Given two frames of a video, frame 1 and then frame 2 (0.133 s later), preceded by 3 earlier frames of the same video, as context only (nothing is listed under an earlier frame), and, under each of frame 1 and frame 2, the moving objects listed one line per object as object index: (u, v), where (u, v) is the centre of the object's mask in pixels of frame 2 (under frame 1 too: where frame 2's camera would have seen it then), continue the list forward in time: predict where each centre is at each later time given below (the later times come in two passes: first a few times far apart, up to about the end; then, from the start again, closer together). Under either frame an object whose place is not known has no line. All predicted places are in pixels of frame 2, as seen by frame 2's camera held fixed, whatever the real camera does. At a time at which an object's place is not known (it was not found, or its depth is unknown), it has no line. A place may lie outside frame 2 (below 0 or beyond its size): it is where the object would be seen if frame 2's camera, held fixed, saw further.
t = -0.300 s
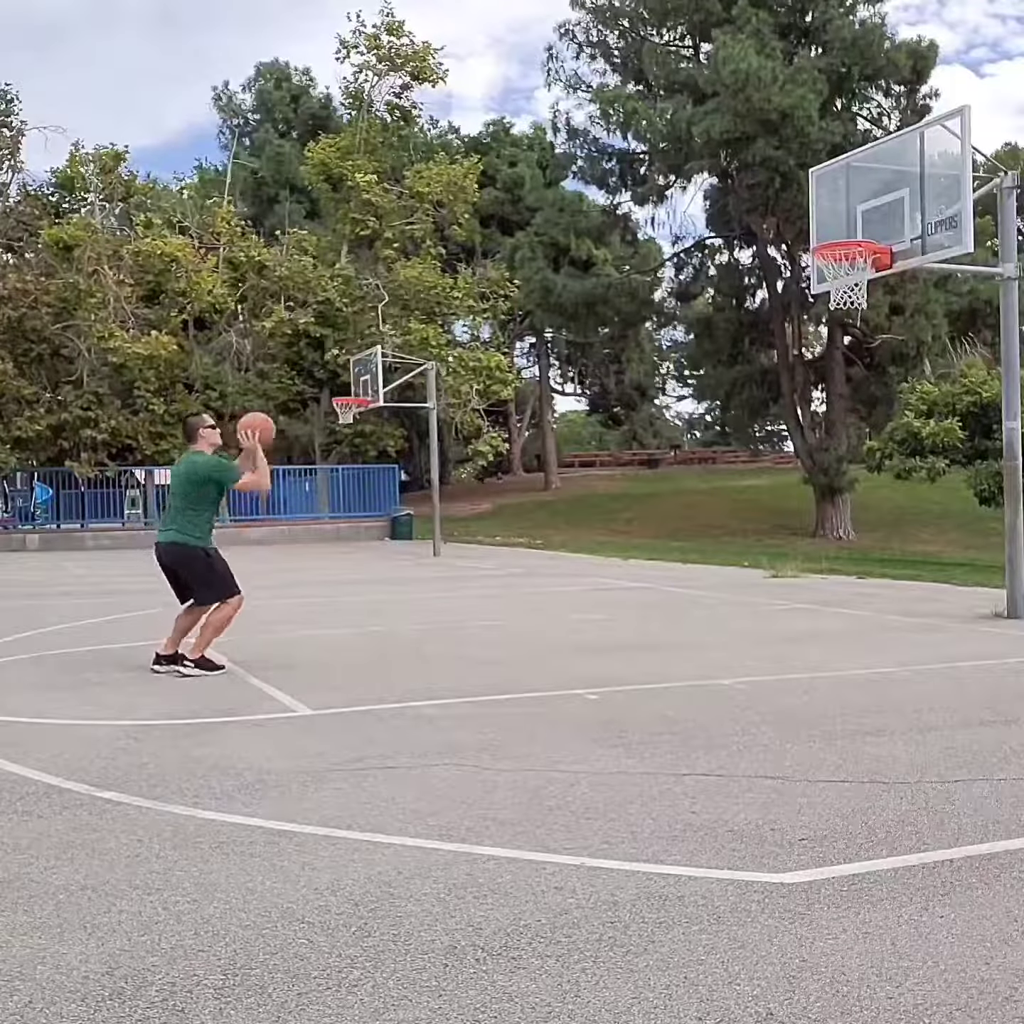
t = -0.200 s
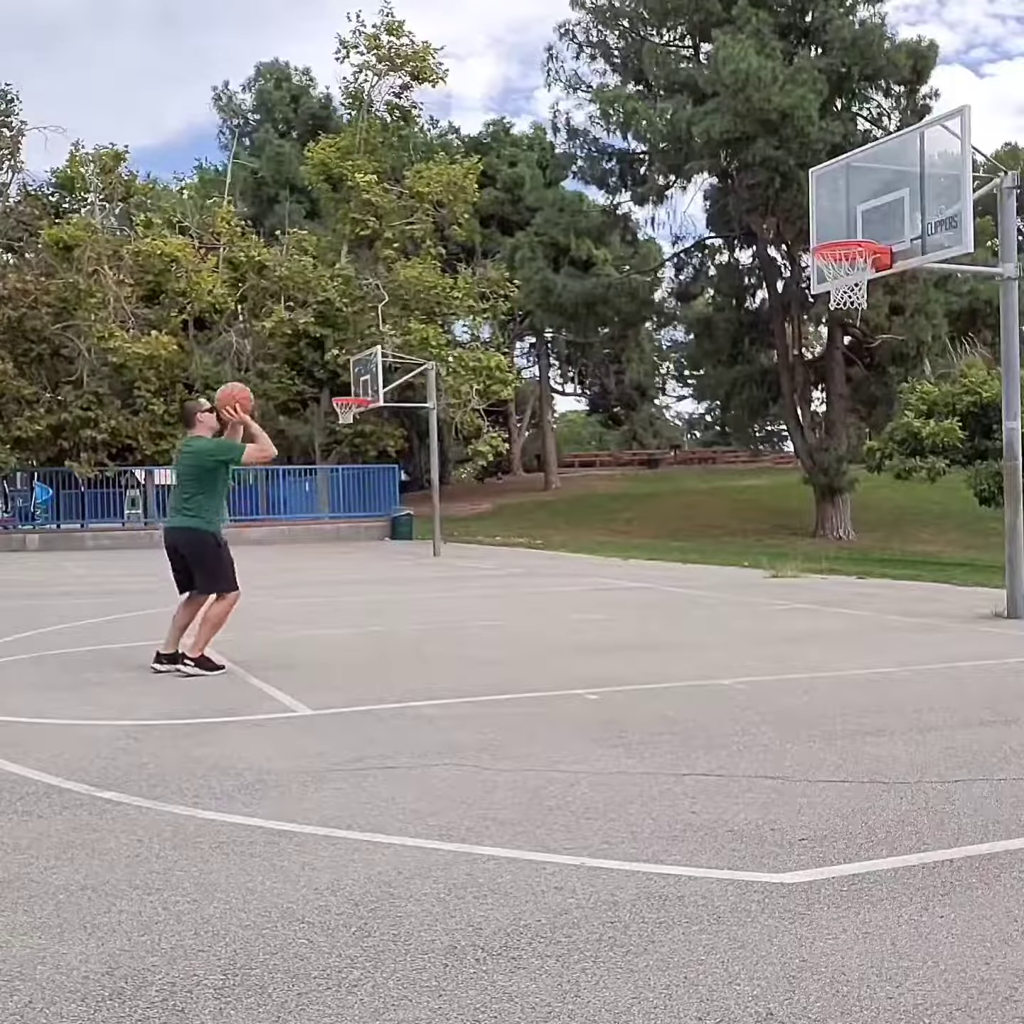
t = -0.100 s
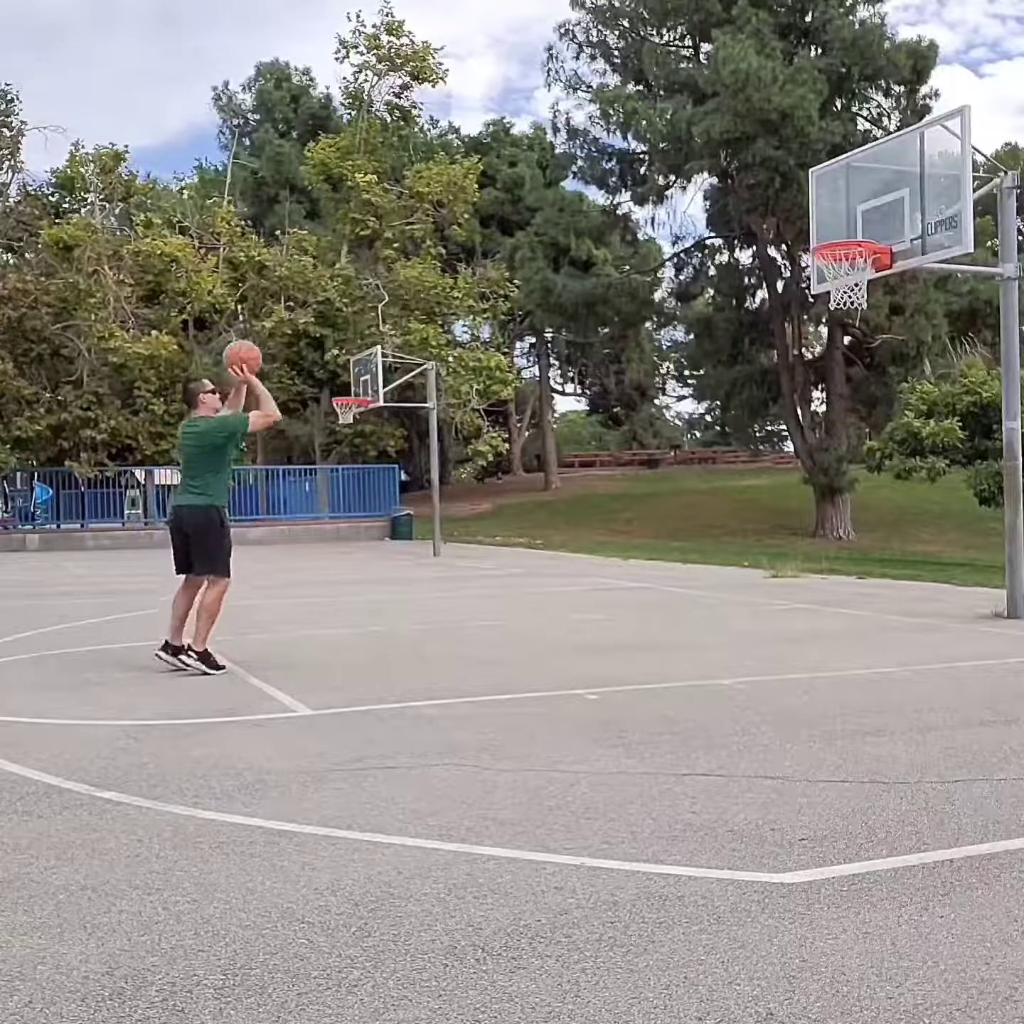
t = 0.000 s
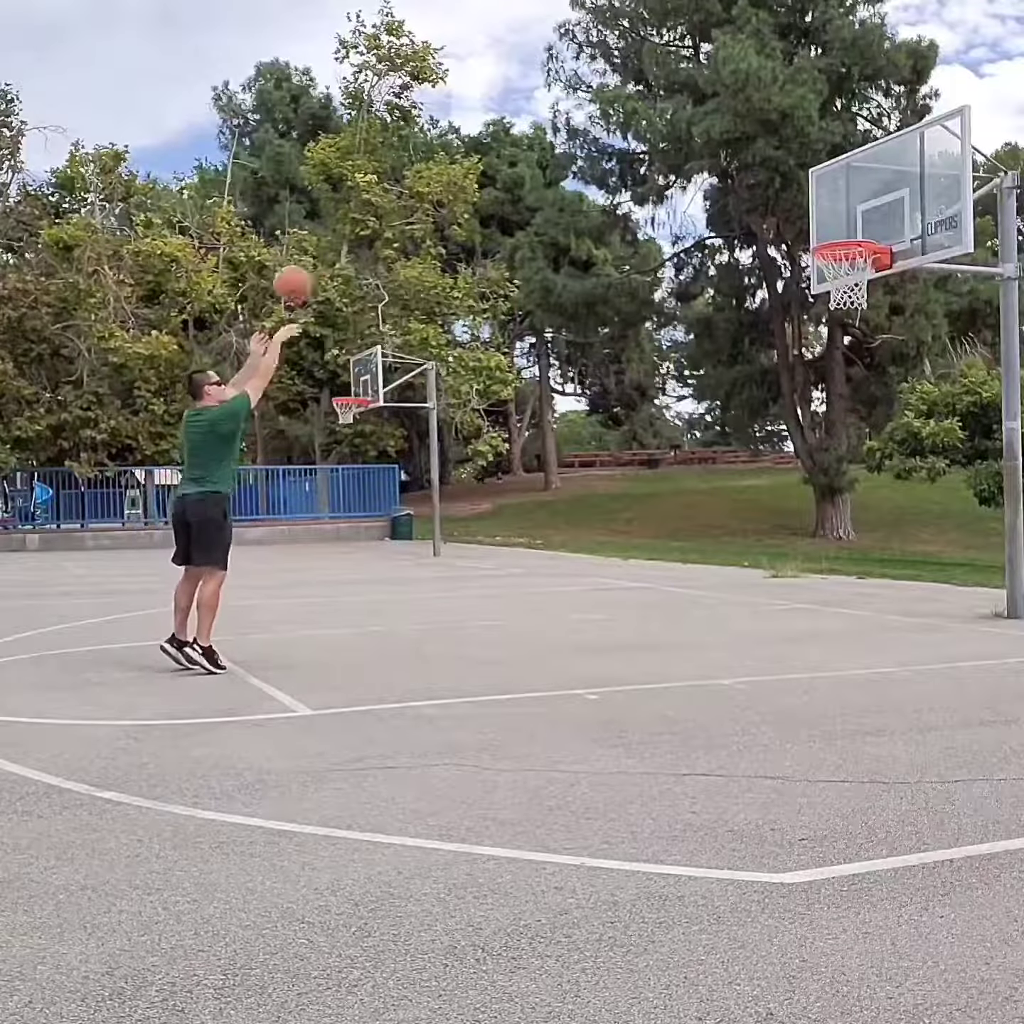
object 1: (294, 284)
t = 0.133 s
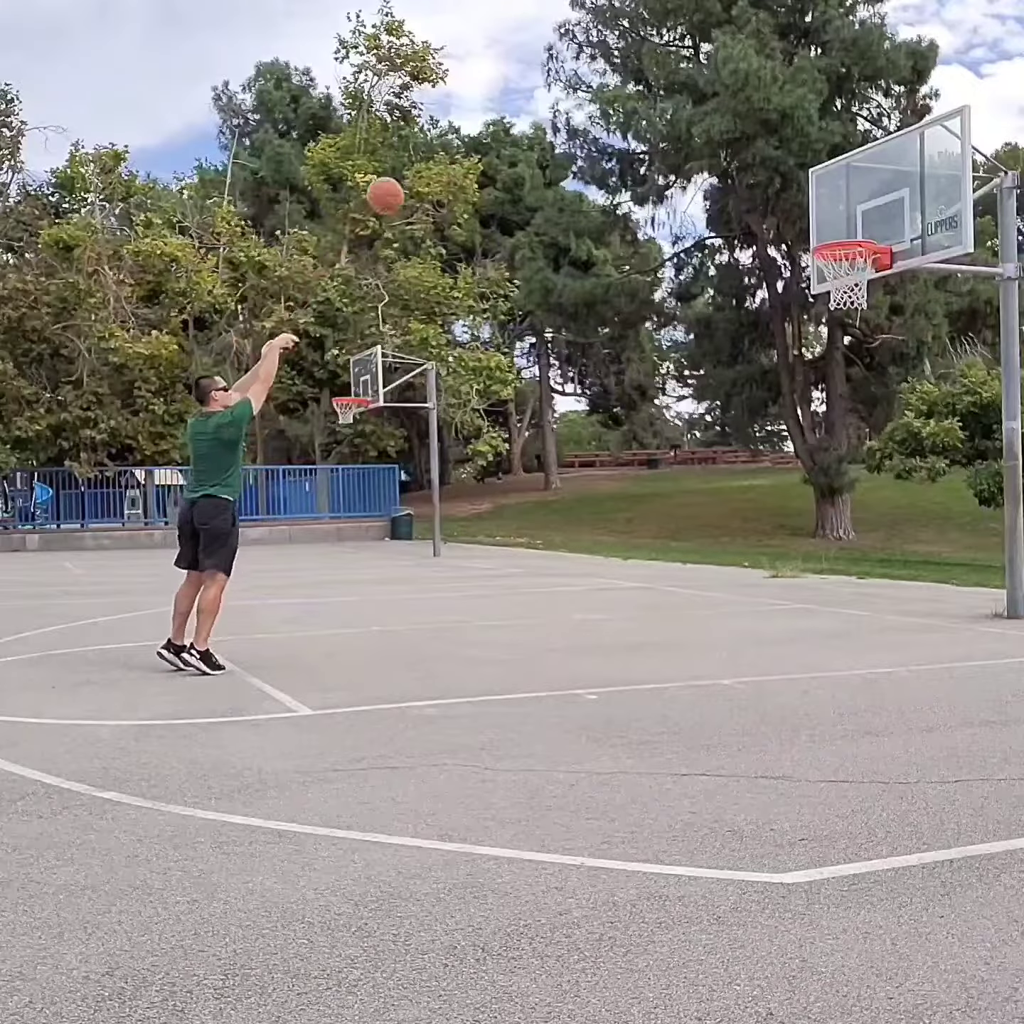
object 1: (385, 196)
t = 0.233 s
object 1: (452, 148)
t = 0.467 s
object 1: (596, 101)
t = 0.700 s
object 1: (728, 130)
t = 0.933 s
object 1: (848, 225)
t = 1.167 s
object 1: (891, 218)
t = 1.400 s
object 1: (889, 226)
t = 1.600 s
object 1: (882, 291)
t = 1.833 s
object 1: (872, 442)
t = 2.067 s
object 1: (868, 608)
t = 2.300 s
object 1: (870, 449)
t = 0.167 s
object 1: (407, 178)
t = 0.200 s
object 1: (429, 163)
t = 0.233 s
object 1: (452, 148)
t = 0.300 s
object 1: (495, 128)
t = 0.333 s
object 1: (515, 118)
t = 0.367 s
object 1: (536, 112)
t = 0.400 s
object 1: (557, 107)
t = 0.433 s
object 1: (576, 103)
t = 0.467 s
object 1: (596, 101)
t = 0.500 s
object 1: (615, 102)
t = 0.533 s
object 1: (634, 102)
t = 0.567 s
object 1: (655, 105)
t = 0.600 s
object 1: (674, 110)
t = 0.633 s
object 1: (692, 115)
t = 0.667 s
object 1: (710, 122)
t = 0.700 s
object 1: (728, 130)
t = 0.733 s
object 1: (746, 140)
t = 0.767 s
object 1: (763, 151)
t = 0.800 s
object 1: (781, 164)
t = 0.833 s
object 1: (798, 177)
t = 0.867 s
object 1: (814, 193)
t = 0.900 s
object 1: (831, 210)
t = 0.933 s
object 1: (848, 225)
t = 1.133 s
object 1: (877, 224)
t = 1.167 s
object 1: (891, 218)
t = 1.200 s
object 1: (895, 217)
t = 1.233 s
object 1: (895, 217)
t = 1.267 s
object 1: (895, 217)
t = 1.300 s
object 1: (894, 217)
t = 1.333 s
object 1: (891, 218)
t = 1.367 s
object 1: (891, 220)
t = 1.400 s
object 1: (889, 226)
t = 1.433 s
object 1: (889, 232)
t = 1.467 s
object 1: (887, 240)
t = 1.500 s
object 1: (887, 249)
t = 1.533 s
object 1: (884, 263)
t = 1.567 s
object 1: (882, 277)
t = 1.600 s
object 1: (882, 291)
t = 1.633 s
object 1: (881, 308)
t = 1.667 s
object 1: (880, 325)
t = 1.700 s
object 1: (878, 346)
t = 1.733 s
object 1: (877, 368)
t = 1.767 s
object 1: (875, 392)
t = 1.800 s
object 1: (873, 416)
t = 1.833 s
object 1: (872, 442)
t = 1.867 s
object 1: (871, 471)
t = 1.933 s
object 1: (871, 531)
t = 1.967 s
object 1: (870, 566)
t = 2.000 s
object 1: (868, 603)
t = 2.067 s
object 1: (868, 608)
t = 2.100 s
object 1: (868, 580)
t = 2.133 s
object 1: (869, 555)
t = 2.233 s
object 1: (870, 486)
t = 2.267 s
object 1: (870, 467)
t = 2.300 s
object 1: (870, 449)
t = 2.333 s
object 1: (870, 433)
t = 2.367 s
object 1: (871, 417)
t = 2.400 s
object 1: (872, 403)
